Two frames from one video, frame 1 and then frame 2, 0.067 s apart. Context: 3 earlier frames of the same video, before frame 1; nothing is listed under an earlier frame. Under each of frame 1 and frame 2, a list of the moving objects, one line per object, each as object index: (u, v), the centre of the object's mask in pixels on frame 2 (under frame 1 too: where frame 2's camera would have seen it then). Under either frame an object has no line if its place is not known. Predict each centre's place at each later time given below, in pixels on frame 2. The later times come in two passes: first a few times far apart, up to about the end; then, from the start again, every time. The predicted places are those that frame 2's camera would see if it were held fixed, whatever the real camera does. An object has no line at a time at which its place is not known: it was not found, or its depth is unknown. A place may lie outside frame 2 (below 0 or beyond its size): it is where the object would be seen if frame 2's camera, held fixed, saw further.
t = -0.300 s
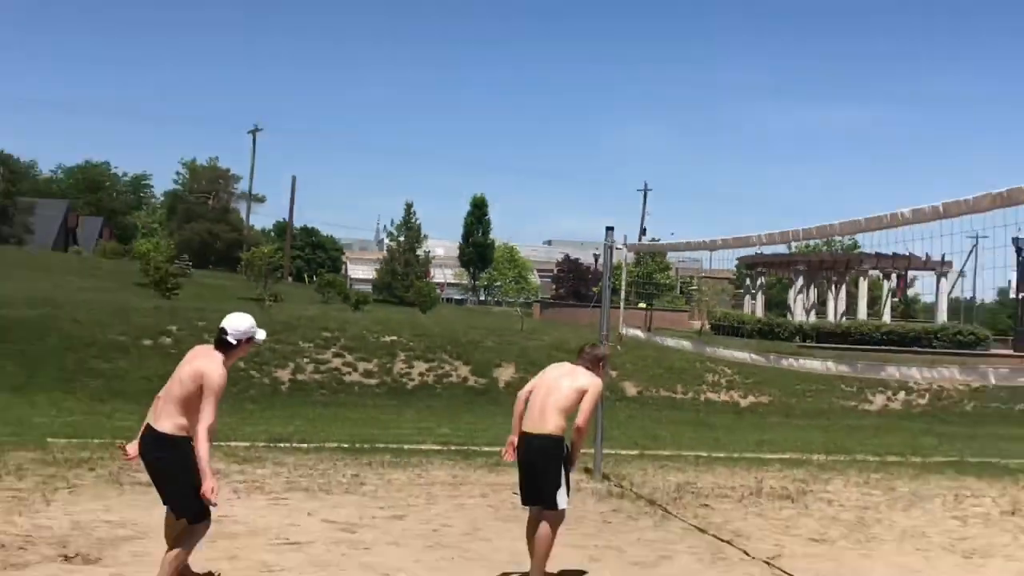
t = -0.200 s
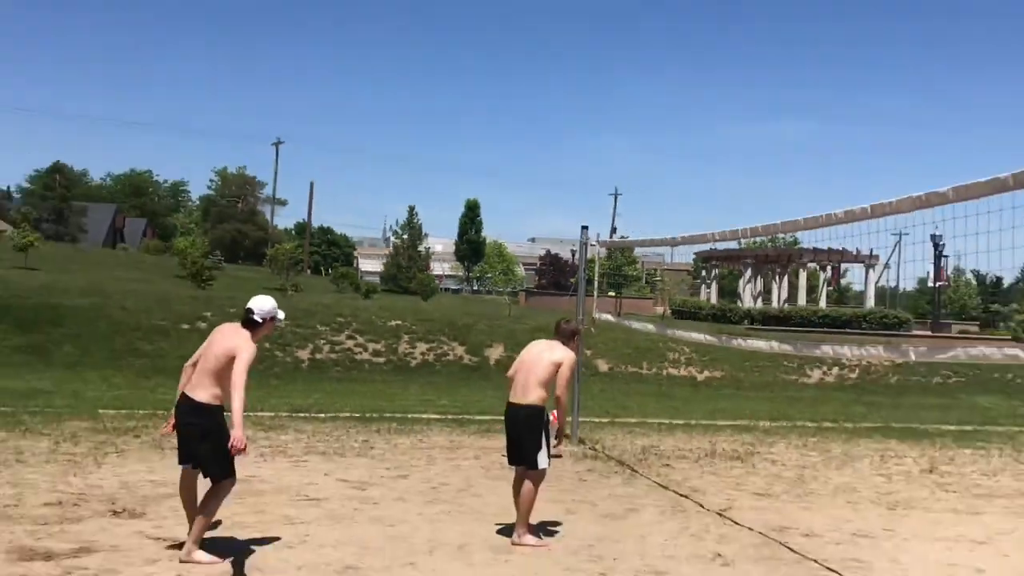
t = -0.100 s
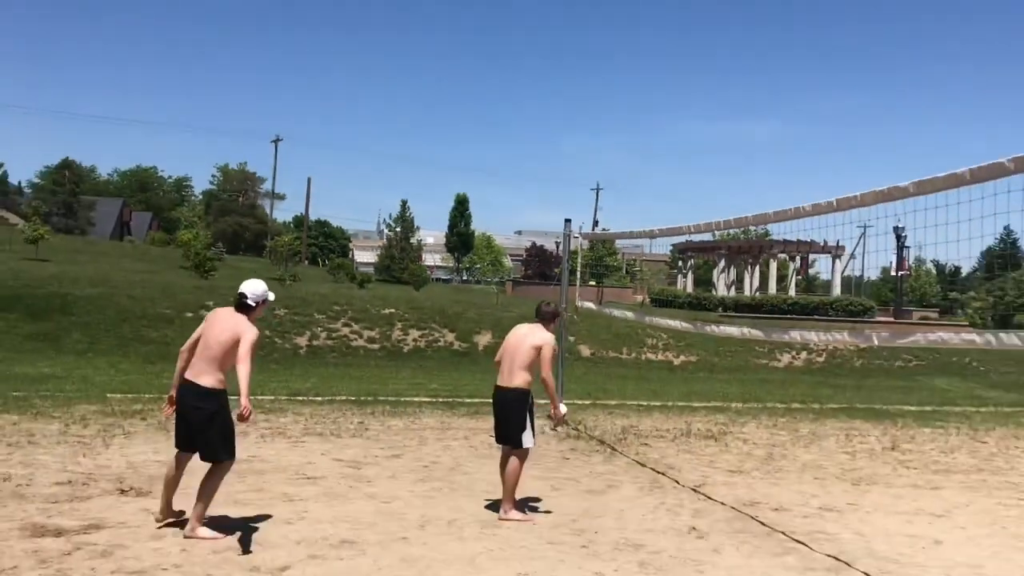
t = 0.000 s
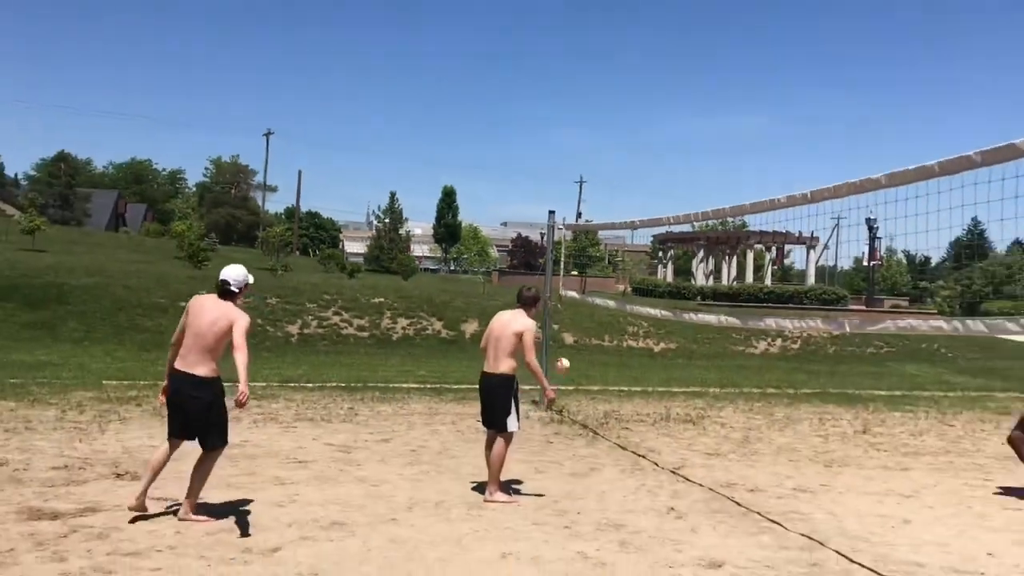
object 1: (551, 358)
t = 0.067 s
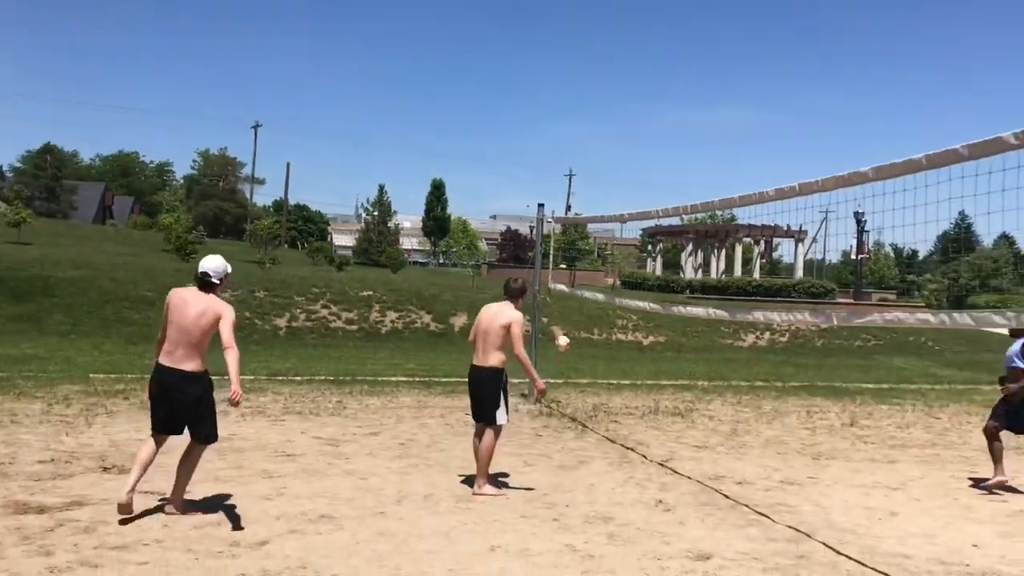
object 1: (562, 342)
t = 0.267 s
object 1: (591, 319)
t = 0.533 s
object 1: (618, 330)
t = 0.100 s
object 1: (568, 336)
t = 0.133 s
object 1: (572, 331)
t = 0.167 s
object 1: (577, 326)
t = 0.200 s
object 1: (582, 324)
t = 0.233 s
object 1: (586, 321)
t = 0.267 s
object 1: (591, 319)
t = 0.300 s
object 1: (595, 317)
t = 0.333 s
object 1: (598, 317)
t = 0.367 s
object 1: (602, 317)
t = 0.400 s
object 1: (606, 319)
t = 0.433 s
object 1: (609, 320)
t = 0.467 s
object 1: (612, 323)
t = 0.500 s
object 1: (615, 327)
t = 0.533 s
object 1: (618, 330)
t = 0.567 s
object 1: (621, 335)
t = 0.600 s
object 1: (623, 340)
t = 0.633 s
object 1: (626, 345)
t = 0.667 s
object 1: (629, 352)
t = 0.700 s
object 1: (632, 358)
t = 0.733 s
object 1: (634, 365)
